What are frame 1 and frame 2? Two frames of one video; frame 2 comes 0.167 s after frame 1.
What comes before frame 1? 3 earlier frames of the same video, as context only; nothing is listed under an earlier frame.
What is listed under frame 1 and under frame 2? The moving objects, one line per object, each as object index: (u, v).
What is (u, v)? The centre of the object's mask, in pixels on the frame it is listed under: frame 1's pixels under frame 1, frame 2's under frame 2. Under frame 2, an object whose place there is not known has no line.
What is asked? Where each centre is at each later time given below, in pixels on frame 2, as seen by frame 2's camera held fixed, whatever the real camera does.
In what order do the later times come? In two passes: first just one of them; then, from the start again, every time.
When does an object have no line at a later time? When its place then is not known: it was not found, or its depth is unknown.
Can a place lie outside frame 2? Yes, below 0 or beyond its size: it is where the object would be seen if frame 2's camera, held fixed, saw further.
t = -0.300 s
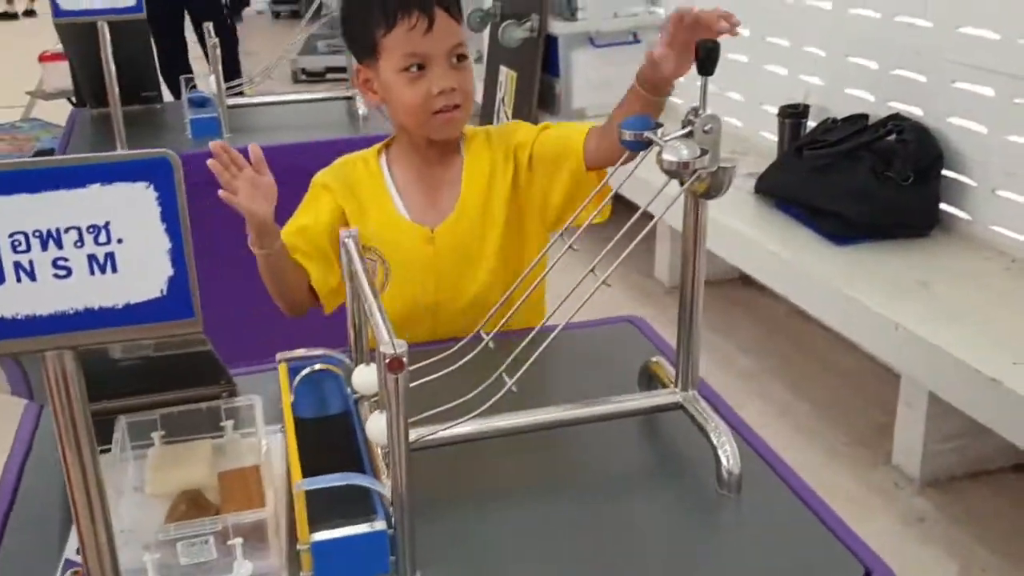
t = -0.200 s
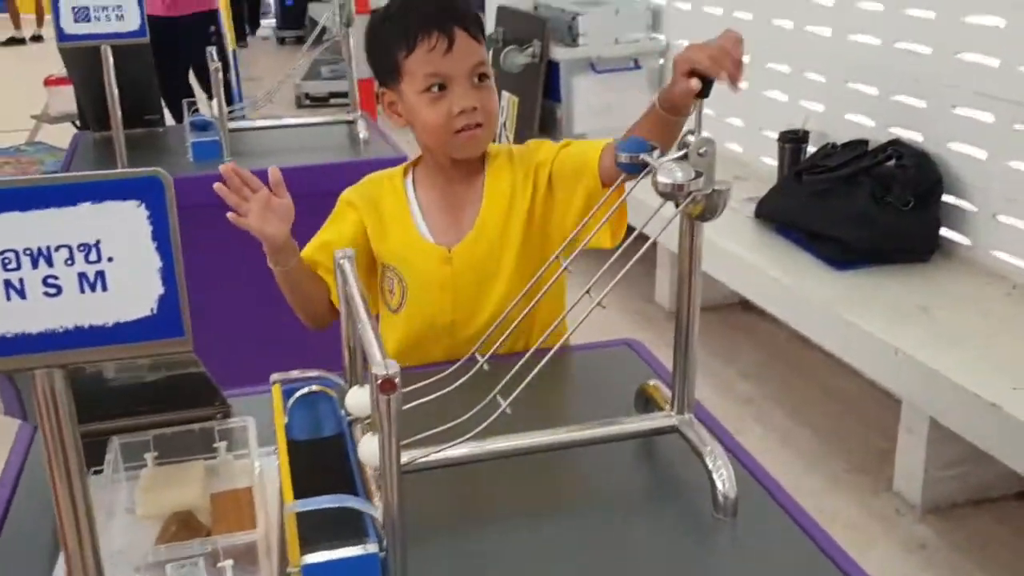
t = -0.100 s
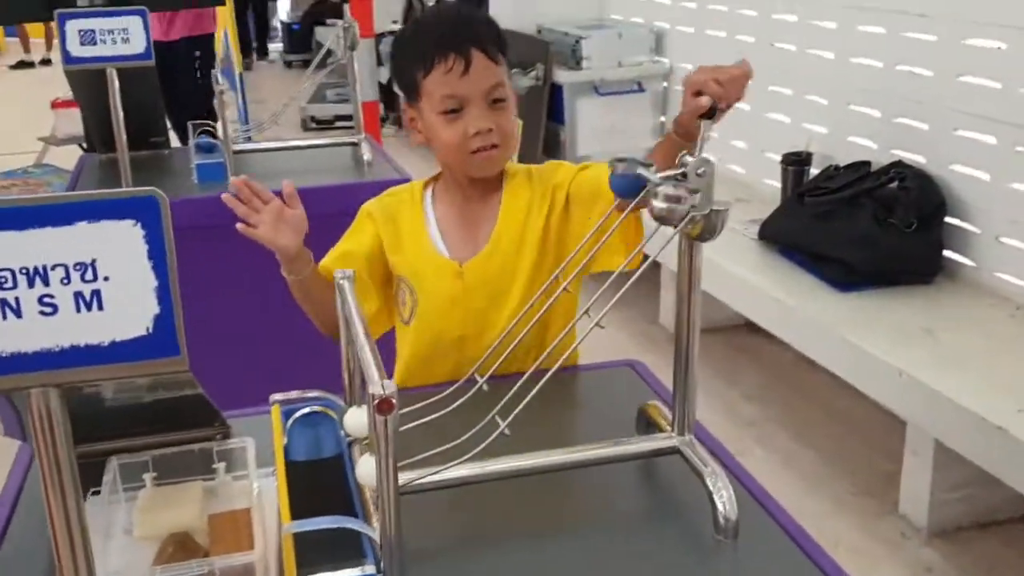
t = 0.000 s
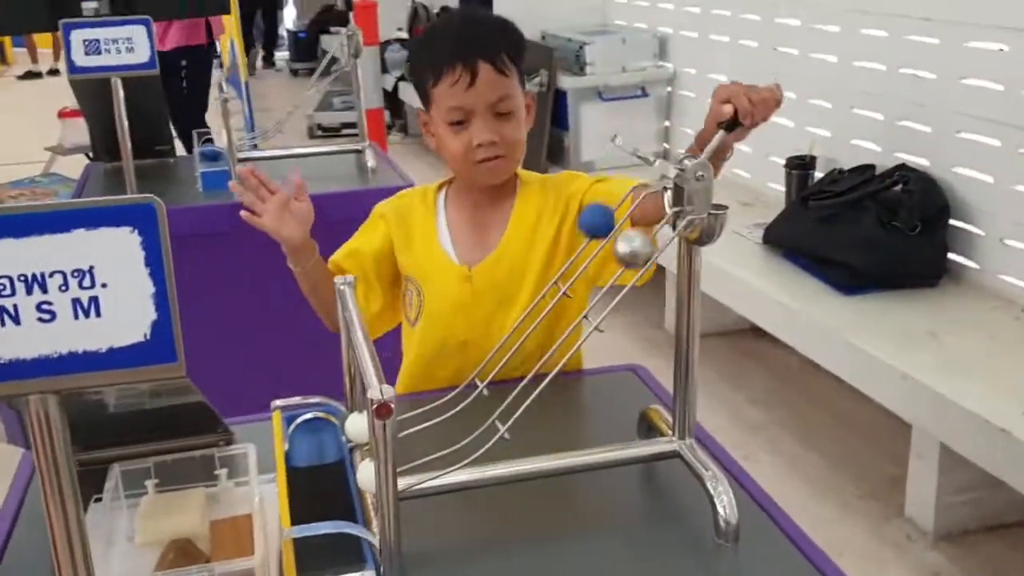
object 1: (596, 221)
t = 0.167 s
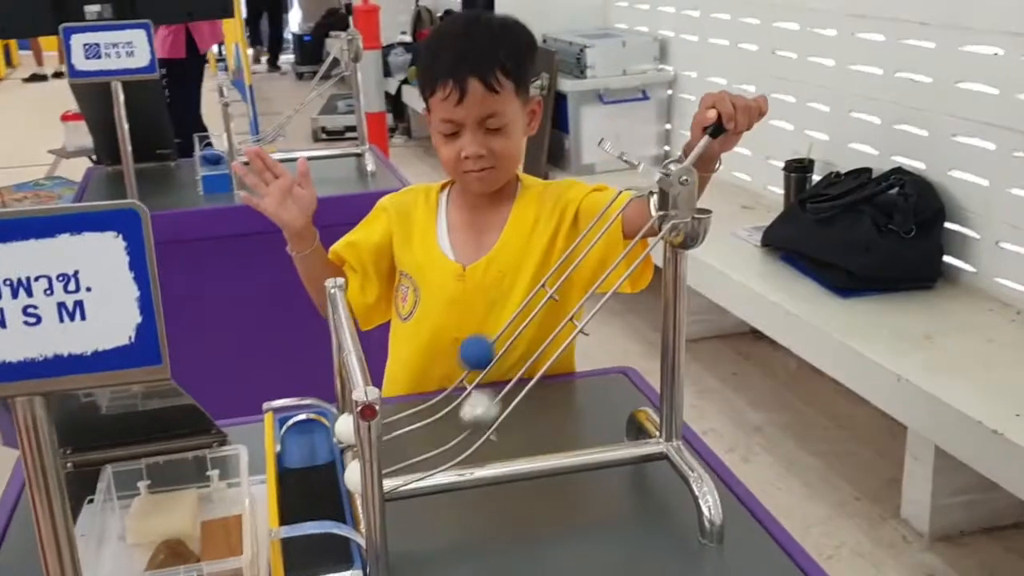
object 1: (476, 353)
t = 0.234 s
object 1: (410, 408)
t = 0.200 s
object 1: (446, 387)
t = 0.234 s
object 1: (410, 408)
